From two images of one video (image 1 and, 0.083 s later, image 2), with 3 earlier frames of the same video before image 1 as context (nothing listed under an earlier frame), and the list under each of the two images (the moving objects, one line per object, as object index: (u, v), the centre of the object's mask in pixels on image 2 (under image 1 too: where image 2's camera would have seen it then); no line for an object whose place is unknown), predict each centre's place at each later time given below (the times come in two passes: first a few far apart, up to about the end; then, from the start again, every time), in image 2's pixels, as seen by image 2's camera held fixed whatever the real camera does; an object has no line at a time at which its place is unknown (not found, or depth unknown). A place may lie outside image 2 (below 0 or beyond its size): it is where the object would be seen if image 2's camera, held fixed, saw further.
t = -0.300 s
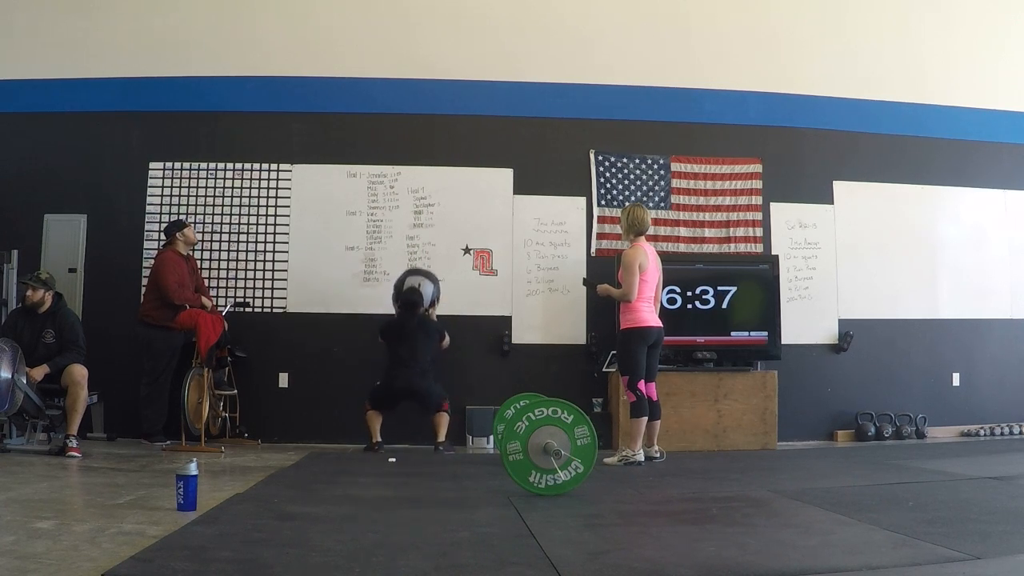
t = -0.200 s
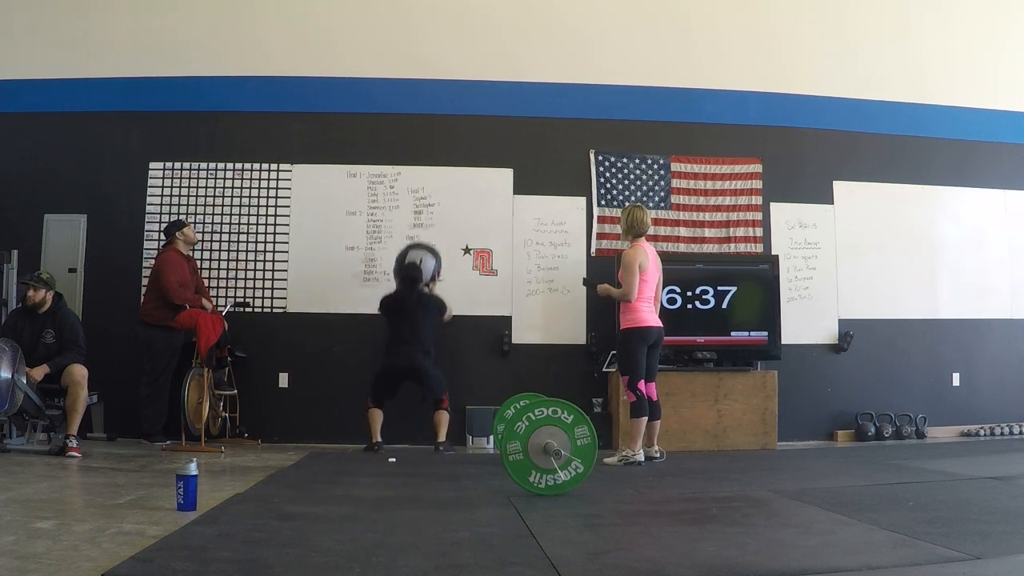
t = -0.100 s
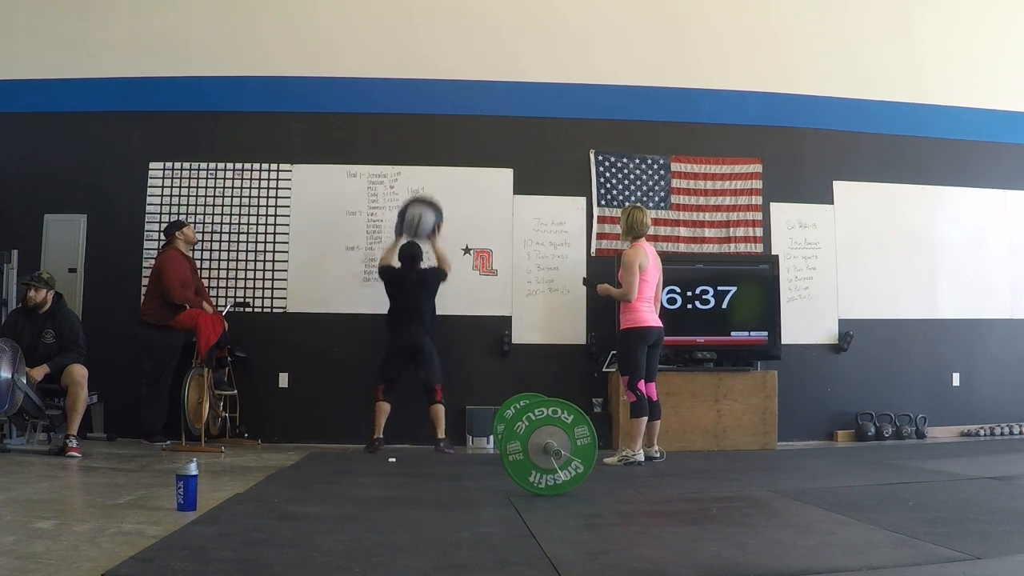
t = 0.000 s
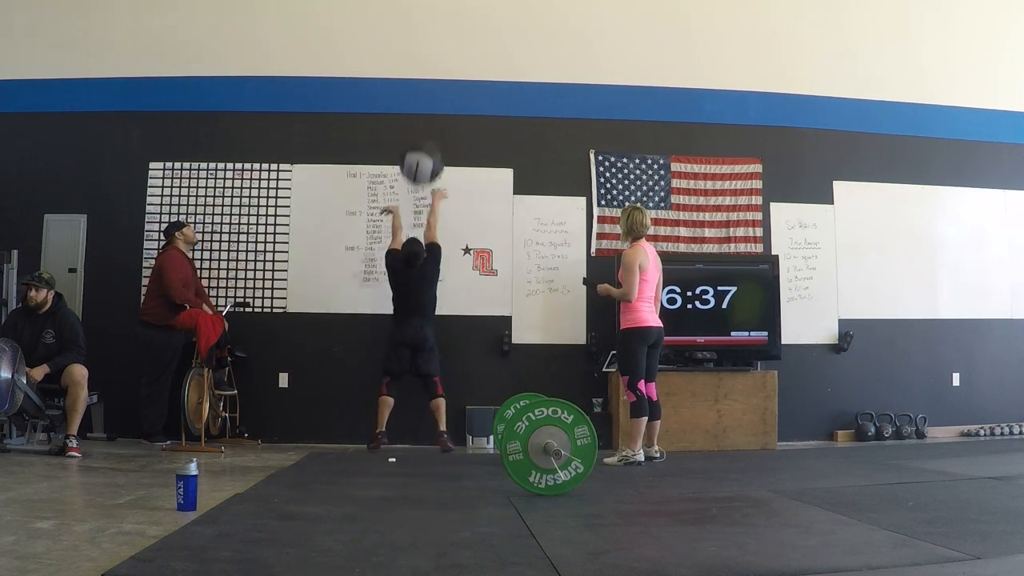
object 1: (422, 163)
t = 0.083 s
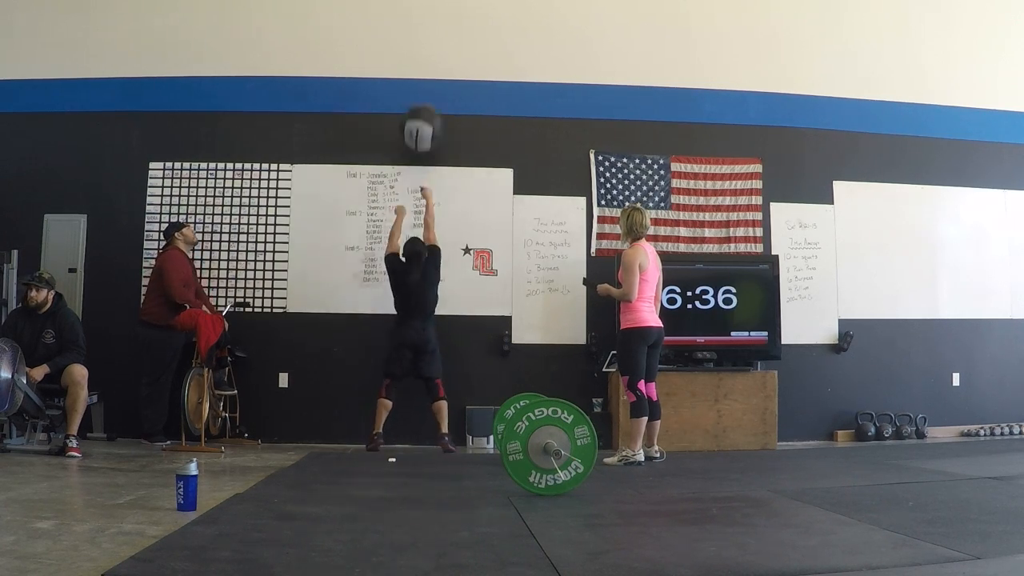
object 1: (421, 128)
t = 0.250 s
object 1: (422, 80)
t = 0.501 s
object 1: (422, 68)
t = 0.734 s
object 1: (417, 120)
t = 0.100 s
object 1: (421, 122)
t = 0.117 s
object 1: (421, 116)
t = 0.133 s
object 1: (422, 110)
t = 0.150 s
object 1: (422, 105)
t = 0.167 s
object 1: (422, 99)
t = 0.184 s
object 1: (422, 95)
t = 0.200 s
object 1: (423, 91)
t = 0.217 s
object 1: (422, 87)
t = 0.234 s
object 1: (423, 83)
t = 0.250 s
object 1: (422, 80)
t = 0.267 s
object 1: (423, 78)
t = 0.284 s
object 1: (423, 75)
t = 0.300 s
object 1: (423, 73)
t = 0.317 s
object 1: (423, 71)
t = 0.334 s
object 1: (423, 70)
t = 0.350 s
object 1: (423, 69)
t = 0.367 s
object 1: (423, 68)
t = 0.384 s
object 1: (423, 67)
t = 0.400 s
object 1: (423, 66)
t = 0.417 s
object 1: (422, 66)
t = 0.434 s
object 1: (422, 66)
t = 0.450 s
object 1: (422, 66)
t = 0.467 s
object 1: (422, 66)
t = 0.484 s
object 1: (422, 67)
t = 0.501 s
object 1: (422, 68)
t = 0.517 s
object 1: (422, 70)
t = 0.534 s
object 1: (422, 71)
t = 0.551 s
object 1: (422, 73)
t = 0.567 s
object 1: (421, 76)
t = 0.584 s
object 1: (421, 78)
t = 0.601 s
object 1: (421, 81)
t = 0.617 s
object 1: (420, 85)
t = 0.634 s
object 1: (420, 89)
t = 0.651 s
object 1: (420, 93)
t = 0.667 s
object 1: (419, 98)
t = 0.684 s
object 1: (419, 103)
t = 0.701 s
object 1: (419, 109)
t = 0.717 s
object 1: (418, 114)
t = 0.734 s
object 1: (417, 120)
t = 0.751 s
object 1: (417, 126)
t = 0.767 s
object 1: (417, 133)
